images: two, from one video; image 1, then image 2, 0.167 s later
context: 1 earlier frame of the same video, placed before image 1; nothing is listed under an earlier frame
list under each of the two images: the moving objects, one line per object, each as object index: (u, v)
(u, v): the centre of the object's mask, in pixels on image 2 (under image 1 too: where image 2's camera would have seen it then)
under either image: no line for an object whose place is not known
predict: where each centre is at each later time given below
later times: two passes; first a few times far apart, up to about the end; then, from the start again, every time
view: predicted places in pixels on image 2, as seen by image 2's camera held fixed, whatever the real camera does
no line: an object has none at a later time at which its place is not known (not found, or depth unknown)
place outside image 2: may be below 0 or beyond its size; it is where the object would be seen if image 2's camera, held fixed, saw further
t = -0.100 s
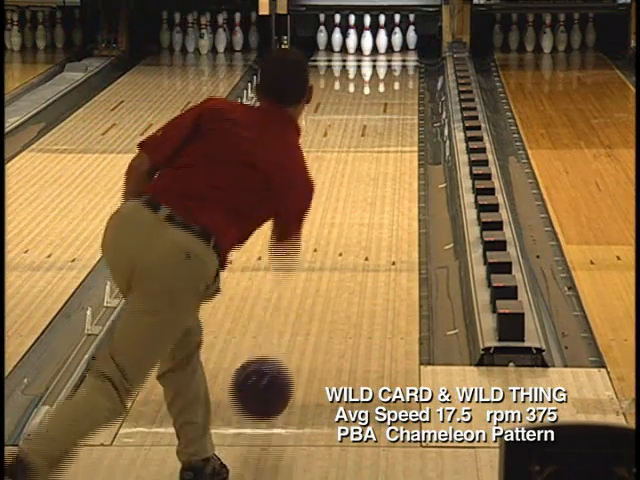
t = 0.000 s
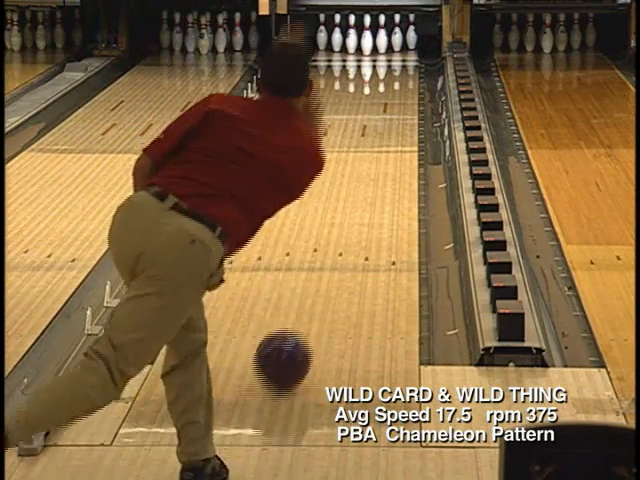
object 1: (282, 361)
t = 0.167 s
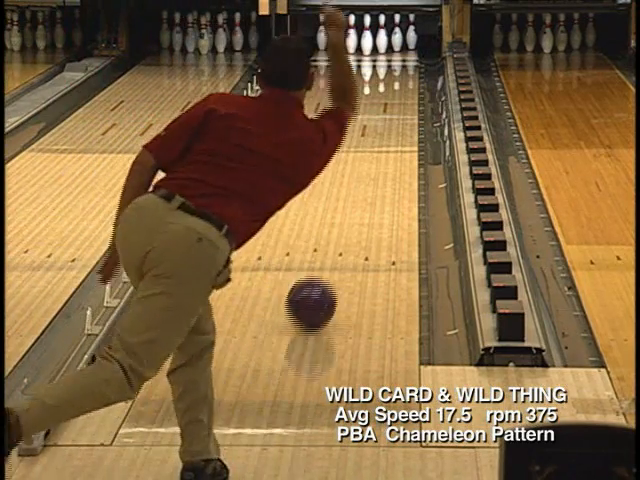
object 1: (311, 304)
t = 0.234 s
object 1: (320, 284)
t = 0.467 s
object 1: (347, 228)
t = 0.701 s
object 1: (367, 184)
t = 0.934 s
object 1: (381, 149)
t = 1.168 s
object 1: (390, 122)
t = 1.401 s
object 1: (397, 99)
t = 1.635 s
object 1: (398, 80)
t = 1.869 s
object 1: (394, 65)
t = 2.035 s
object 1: (386, 56)
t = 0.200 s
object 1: (315, 295)
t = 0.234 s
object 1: (320, 284)
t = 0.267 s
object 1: (325, 276)
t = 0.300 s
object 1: (329, 266)
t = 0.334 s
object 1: (333, 258)
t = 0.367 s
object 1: (336, 250)
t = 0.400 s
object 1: (340, 242)
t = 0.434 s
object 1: (344, 235)
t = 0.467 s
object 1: (347, 228)
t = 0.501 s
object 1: (350, 221)
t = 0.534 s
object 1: (353, 214)
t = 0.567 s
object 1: (356, 209)
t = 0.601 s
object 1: (359, 201)
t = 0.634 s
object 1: (366, 191)
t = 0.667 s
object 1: (364, 189)
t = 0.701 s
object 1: (367, 184)
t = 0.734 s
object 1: (369, 178)
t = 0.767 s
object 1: (371, 174)
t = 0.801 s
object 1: (373, 168)
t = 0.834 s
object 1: (375, 163)
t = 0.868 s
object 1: (377, 158)
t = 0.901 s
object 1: (379, 154)
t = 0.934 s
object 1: (381, 149)
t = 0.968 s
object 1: (382, 145)
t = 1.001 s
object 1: (384, 141)
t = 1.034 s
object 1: (385, 137)
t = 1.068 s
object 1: (387, 133)
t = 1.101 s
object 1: (388, 129)
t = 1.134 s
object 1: (389, 125)
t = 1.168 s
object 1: (390, 122)
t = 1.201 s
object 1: (391, 118)
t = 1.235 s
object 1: (392, 115)
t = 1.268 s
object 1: (393, 111)
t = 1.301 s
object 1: (394, 109)
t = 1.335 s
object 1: (395, 105)
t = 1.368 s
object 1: (396, 102)
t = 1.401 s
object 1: (397, 99)
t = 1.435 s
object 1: (397, 96)
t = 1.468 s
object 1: (398, 94)
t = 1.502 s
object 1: (398, 91)
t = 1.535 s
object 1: (398, 88)
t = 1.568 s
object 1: (398, 85)
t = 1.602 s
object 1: (398, 83)
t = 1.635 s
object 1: (398, 80)
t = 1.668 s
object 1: (398, 77)
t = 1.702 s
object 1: (397, 76)
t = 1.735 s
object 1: (397, 74)
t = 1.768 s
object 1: (397, 72)
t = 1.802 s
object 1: (396, 69)
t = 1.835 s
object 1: (394, 67)
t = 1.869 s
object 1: (394, 65)
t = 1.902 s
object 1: (393, 64)
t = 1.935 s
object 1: (391, 62)
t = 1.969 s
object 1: (390, 60)
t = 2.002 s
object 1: (388, 58)
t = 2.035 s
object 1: (386, 56)
